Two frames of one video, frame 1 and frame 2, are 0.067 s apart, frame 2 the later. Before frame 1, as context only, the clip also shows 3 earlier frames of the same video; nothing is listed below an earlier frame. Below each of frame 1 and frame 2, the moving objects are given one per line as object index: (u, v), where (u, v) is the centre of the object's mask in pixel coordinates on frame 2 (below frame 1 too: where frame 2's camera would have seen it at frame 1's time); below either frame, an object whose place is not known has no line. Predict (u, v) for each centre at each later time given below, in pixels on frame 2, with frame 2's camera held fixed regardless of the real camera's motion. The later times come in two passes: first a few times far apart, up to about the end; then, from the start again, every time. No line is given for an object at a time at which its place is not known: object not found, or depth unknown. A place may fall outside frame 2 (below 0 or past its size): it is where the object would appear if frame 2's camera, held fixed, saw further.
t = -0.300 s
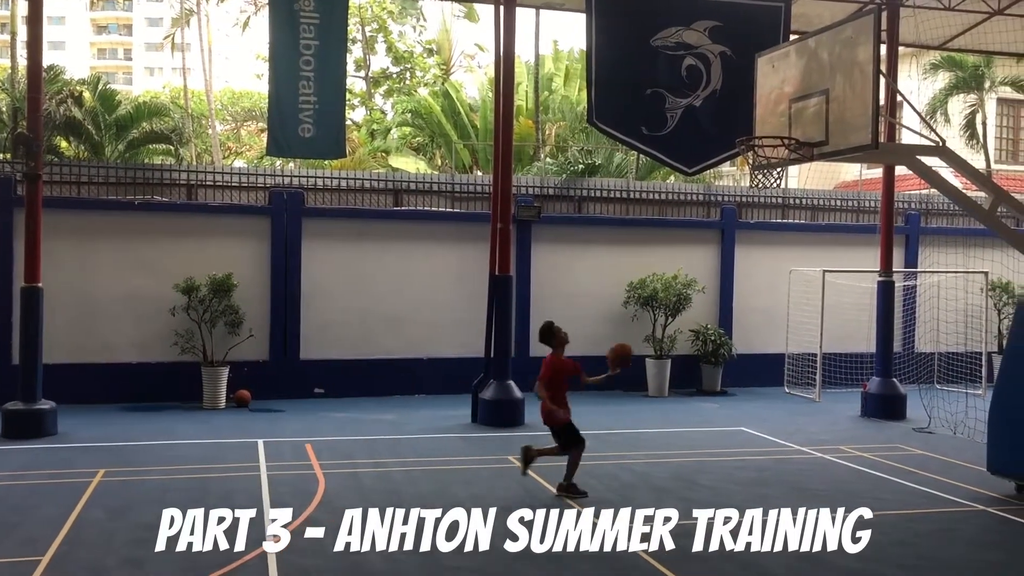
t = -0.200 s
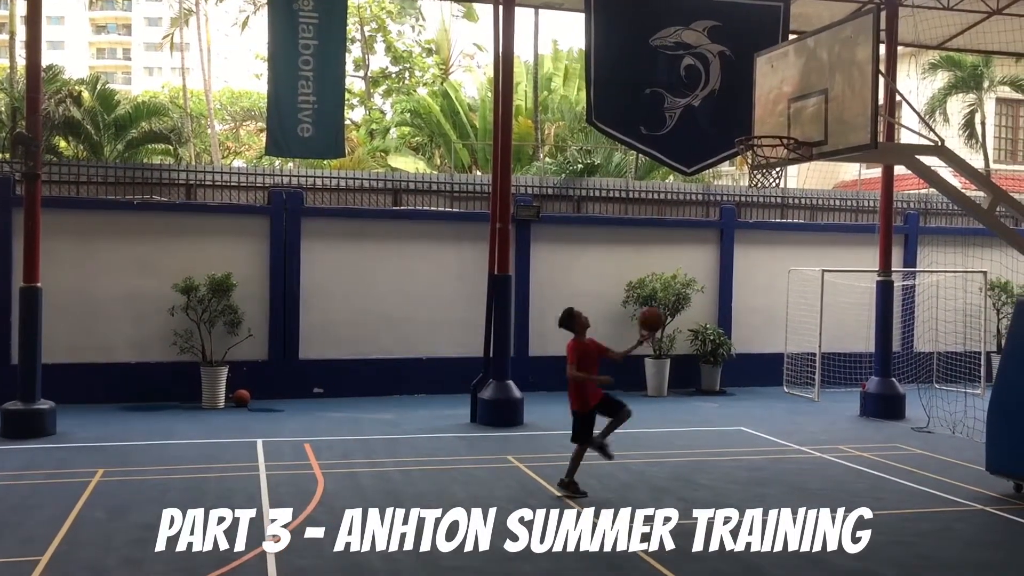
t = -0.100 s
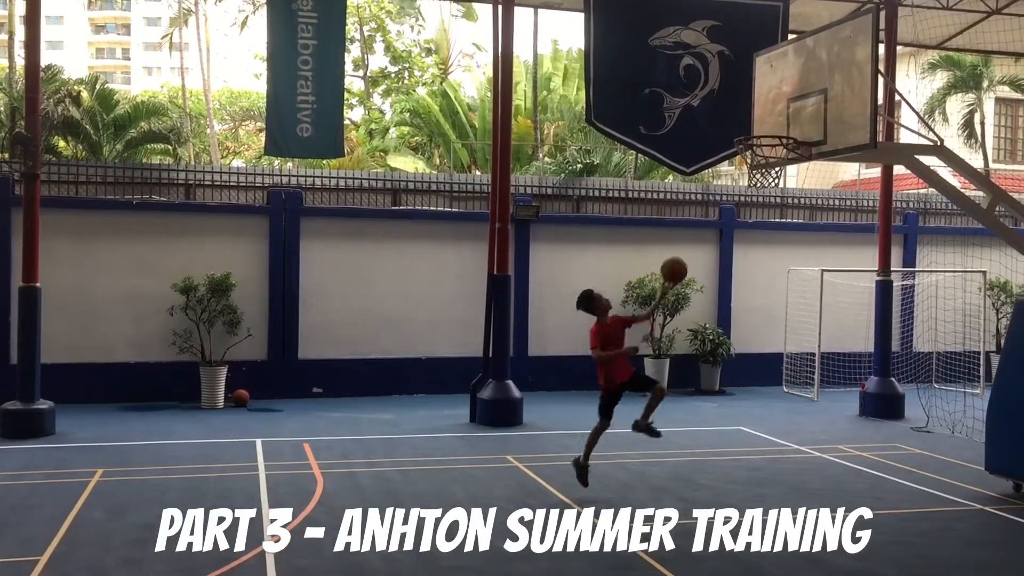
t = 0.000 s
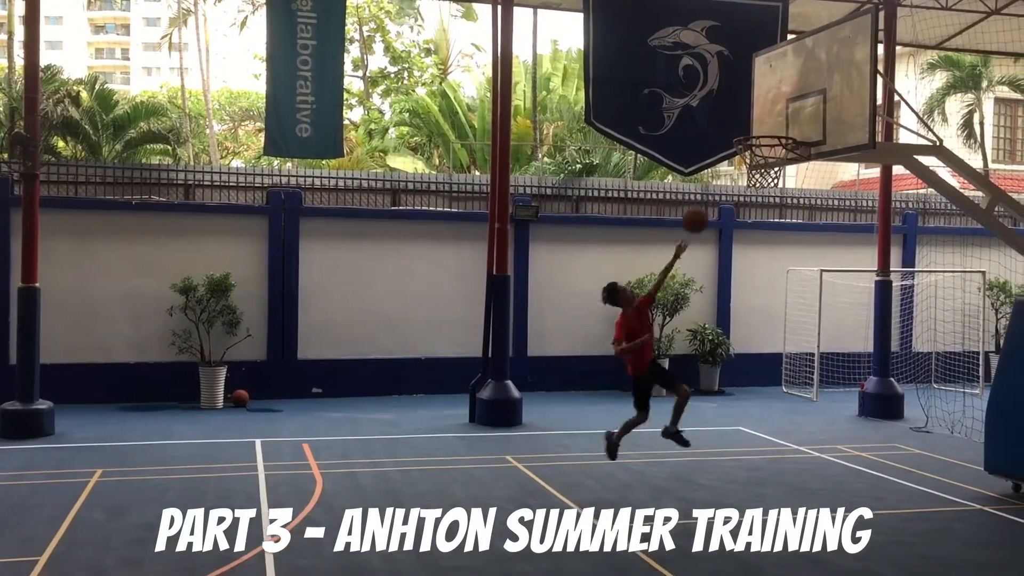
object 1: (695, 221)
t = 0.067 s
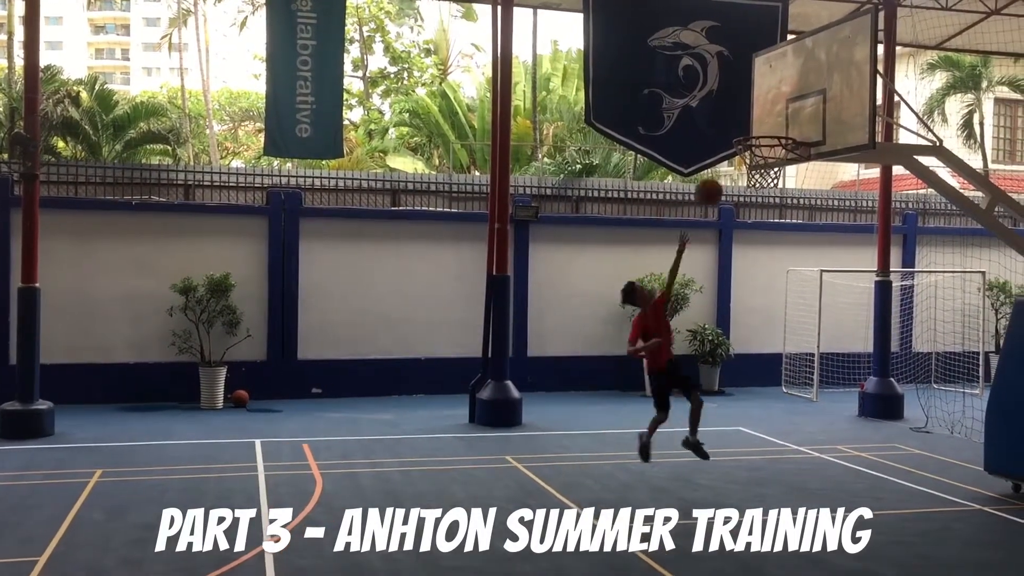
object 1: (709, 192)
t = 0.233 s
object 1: (745, 139)
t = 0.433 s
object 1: (776, 118)
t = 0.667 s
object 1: (768, 155)
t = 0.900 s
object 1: (755, 188)
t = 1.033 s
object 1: (748, 228)
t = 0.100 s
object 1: (716, 179)
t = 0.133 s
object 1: (723, 167)
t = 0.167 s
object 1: (730, 157)
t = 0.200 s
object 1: (738, 147)
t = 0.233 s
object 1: (745, 139)
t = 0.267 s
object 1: (752, 131)
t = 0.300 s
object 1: (759, 126)
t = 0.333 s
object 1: (767, 123)
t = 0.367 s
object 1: (775, 120)
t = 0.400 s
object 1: (777, 118)
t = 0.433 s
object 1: (776, 118)
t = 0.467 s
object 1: (775, 119)
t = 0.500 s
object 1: (774, 122)
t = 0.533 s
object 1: (773, 126)
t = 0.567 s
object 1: (771, 131)
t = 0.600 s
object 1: (770, 137)
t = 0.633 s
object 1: (769, 146)
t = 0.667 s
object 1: (768, 155)
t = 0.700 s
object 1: (767, 163)
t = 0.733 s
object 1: (765, 167)
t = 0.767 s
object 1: (762, 170)
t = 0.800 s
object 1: (760, 172)
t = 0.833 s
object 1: (758, 176)
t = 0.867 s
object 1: (756, 182)
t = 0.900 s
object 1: (755, 188)
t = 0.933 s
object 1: (754, 196)
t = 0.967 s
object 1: (751, 205)
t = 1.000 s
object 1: (750, 216)
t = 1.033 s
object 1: (748, 228)
